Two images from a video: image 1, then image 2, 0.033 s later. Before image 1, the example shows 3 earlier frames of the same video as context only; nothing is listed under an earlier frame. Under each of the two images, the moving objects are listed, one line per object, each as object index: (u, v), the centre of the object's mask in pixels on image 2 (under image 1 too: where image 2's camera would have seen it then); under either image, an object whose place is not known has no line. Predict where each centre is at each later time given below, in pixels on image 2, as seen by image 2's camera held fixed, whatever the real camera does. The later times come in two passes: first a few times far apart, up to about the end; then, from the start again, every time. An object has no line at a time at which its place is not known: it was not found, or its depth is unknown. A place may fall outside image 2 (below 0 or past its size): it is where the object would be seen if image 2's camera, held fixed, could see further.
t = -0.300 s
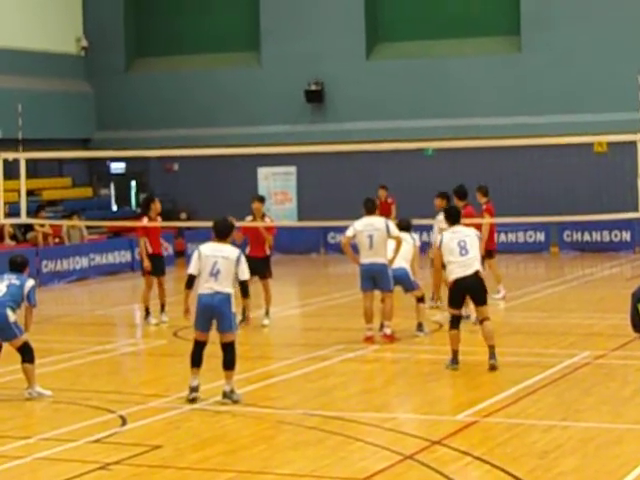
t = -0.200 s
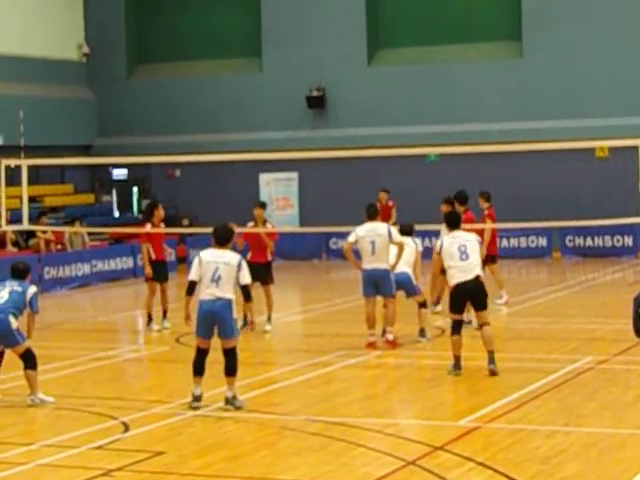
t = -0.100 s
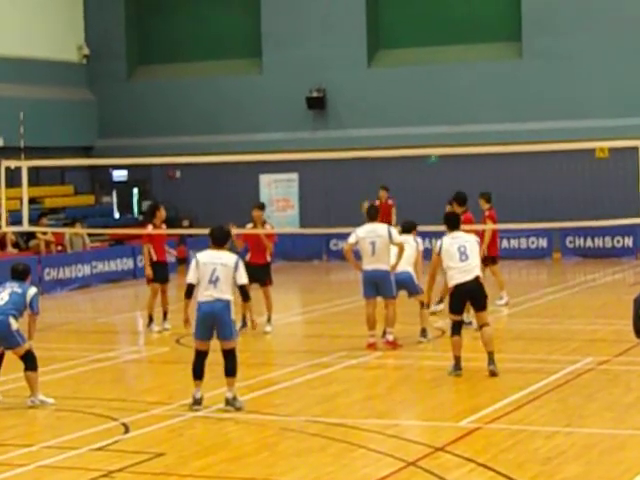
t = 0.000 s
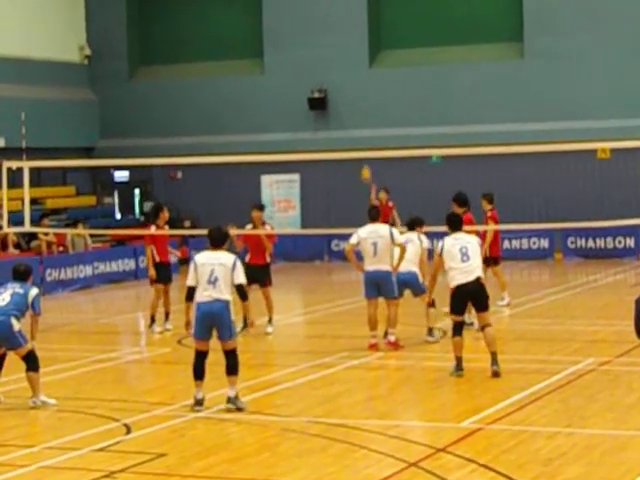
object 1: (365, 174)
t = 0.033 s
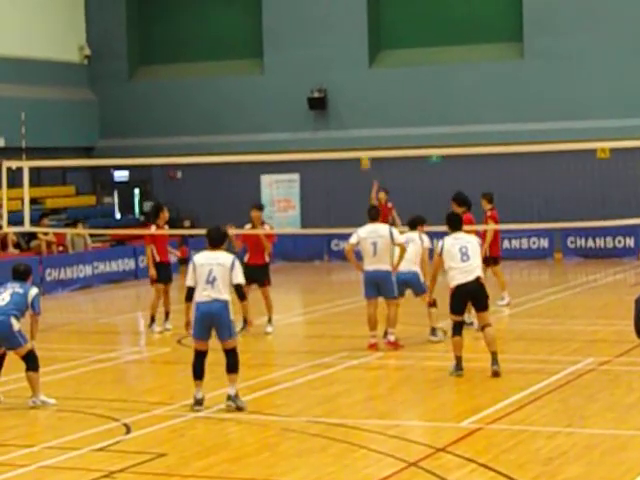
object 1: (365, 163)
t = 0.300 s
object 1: (359, 87)
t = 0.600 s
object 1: (353, 46)
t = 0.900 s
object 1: (348, 46)
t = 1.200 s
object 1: (346, 91)
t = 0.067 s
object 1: (364, 149)
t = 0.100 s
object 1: (363, 138)
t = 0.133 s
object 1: (363, 129)
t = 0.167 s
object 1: (362, 119)
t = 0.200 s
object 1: (361, 111)
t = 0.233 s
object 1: (361, 103)
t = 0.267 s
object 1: (360, 95)
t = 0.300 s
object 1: (359, 87)
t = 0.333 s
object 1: (359, 82)
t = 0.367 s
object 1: (358, 74)
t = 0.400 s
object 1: (357, 69)
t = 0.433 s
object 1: (357, 63)
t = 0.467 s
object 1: (356, 59)
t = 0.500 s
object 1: (356, 55)
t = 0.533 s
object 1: (355, 51)
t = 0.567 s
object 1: (354, 48)
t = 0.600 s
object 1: (353, 46)
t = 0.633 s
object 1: (353, 44)
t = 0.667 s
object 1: (352, 42)
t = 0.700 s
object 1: (352, 42)
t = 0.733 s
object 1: (351, 41)
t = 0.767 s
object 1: (351, 41)
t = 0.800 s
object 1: (350, 41)
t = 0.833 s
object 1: (348, 42)
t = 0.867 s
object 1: (349, 44)
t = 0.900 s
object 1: (348, 46)
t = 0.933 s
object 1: (348, 49)
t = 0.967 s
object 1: (348, 52)
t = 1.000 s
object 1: (347, 56)
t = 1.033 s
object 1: (346, 61)
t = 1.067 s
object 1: (346, 65)
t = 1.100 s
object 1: (346, 71)
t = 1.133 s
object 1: (345, 77)
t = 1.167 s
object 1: (346, 84)
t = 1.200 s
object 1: (346, 91)
